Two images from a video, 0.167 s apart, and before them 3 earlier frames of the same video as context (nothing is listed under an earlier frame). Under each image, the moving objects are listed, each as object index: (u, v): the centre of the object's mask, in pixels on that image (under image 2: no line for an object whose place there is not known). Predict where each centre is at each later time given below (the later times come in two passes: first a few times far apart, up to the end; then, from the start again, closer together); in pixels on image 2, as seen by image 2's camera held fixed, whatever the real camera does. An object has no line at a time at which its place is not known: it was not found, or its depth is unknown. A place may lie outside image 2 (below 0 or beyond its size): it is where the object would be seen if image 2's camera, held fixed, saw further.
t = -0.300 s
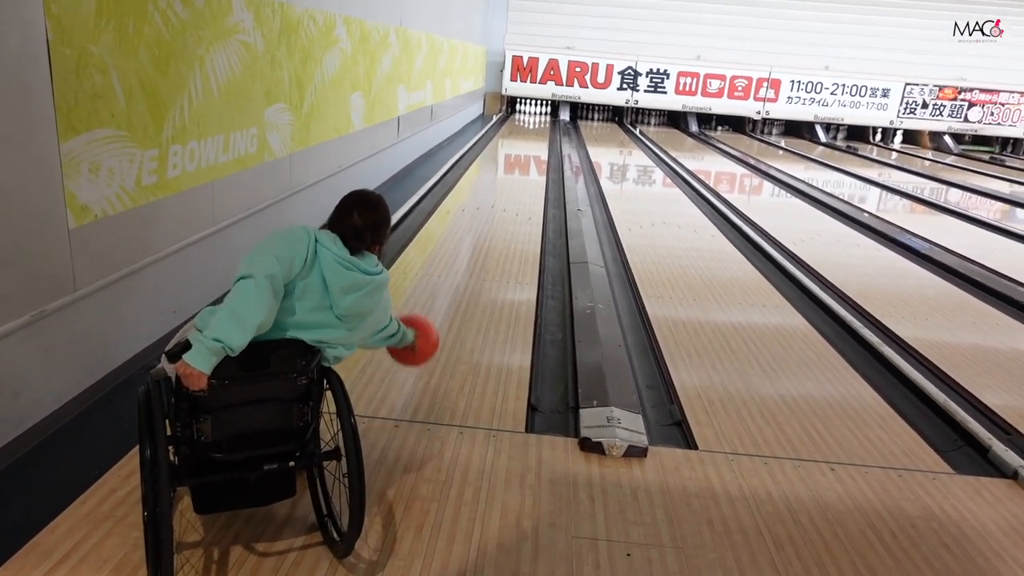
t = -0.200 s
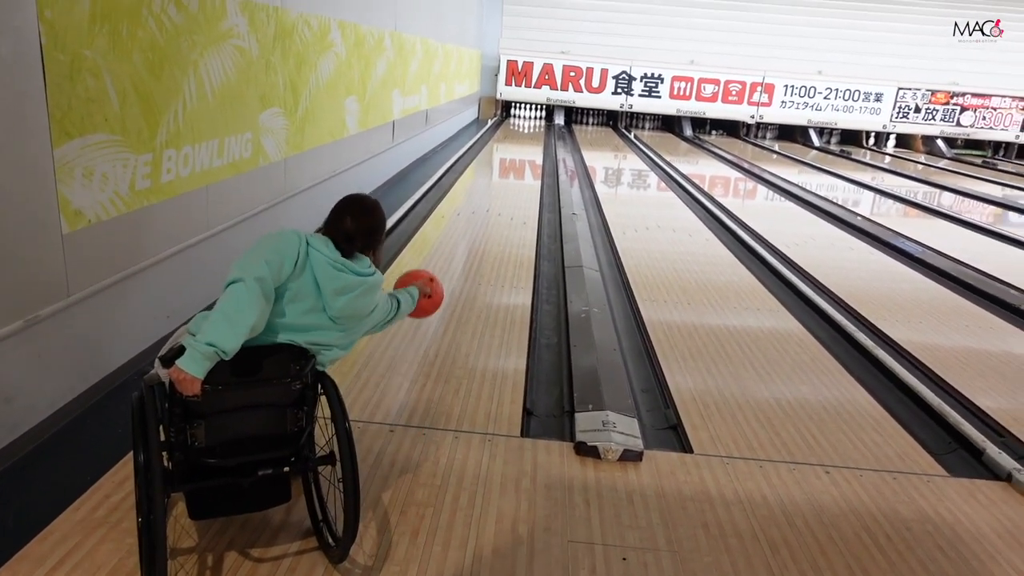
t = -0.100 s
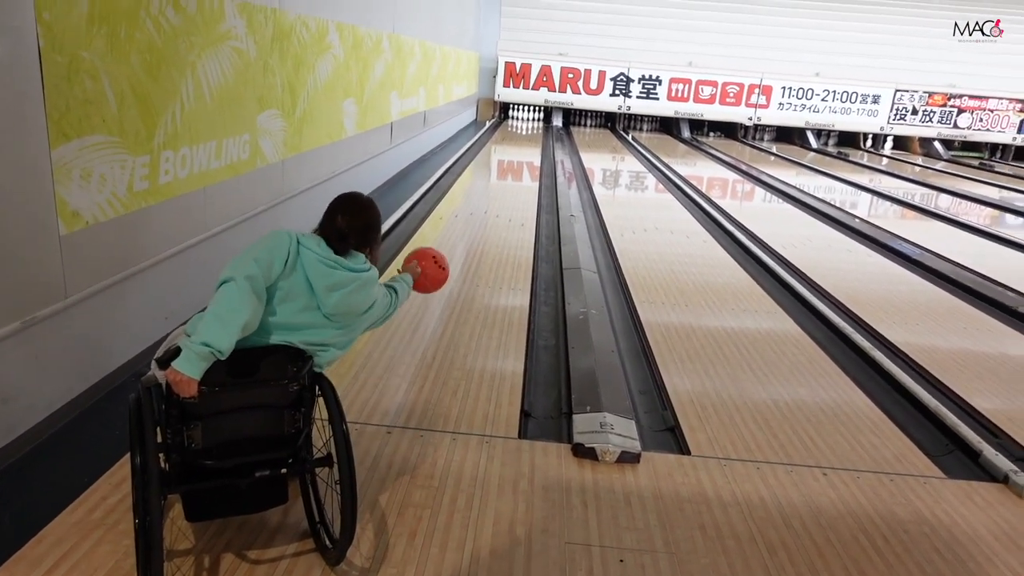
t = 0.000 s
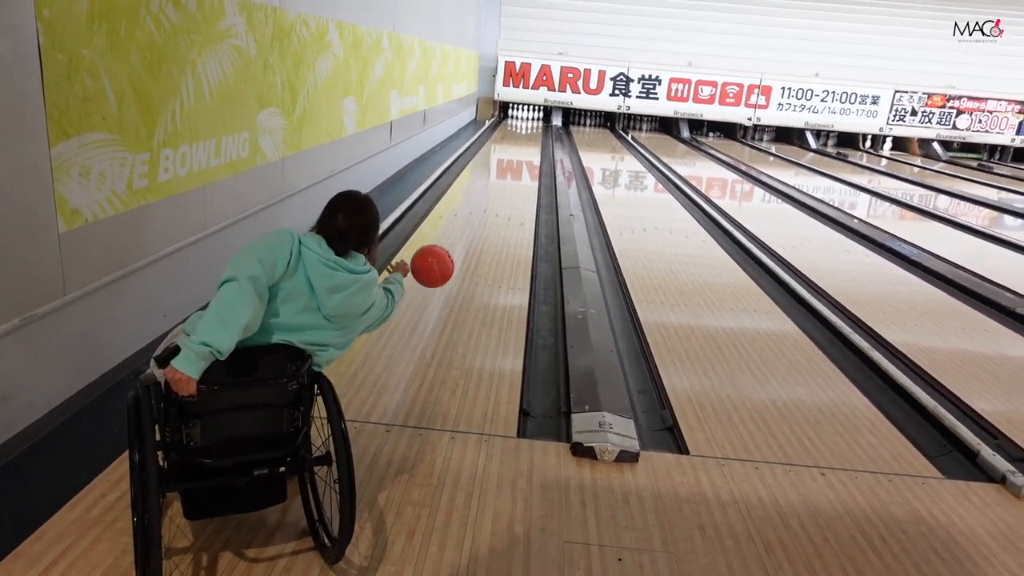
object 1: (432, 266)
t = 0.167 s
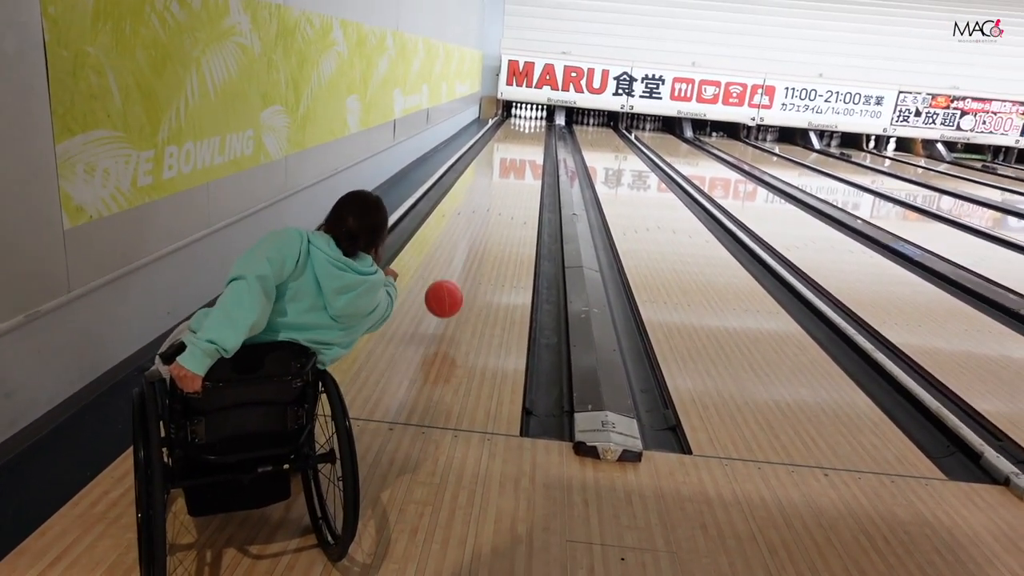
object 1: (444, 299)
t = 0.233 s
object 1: (447, 302)
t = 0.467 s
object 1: (459, 276)
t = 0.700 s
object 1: (469, 260)
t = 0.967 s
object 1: (479, 241)
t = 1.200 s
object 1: (485, 228)
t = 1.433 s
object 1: (491, 216)
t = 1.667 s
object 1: (496, 207)
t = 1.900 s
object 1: (500, 198)
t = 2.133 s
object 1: (505, 191)
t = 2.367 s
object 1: (508, 185)
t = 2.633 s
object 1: (511, 179)
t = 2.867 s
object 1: (514, 173)
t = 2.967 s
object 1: (516, 171)
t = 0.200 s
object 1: (445, 310)
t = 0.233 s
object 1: (447, 302)
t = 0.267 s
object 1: (449, 293)
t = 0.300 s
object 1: (451, 286)
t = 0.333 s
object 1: (453, 280)
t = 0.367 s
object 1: (455, 276)
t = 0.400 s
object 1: (457, 274)
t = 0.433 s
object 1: (458, 274)
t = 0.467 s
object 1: (459, 276)
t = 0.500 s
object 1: (460, 279)
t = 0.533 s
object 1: (462, 272)
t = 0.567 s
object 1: (464, 267)
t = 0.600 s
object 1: (465, 264)
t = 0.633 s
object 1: (467, 262)
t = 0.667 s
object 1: (468, 262)
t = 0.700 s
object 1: (469, 260)
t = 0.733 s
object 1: (471, 257)
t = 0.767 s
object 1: (472, 255)
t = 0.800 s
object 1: (473, 253)
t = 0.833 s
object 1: (474, 250)
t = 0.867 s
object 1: (475, 248)
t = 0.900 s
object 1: (476, 246)
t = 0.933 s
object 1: (477, 243)
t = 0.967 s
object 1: (479, 241)
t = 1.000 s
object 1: (479, 239)
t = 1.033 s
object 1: (480, 237)
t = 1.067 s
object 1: (481, 235)
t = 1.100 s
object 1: (482, 233)
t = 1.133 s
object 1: (483, 231)
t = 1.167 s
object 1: (484, 230)
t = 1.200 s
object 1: (485, 228)
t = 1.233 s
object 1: (486, 226)
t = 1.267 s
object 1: (487, 224)
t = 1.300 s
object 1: (488, 223)
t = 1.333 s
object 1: (488, 221)
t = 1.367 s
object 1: (489, 219)
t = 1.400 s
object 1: (490, 218)
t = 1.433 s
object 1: (491, 216)
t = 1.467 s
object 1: (492, 215)
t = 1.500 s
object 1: (493, 213)
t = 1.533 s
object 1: (493, 212)
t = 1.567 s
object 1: (494, 210)
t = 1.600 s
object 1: (495, 209)
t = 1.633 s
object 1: (495, 208)
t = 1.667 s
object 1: (496, 207)
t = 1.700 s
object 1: (497, 205)
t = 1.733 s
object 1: (497, 204)
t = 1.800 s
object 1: (498, 202)
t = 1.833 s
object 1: (499, 200)
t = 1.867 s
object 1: (500, 199)
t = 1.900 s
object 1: (500, 198)
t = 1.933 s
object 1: (501, 197)
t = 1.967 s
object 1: (501, 196)
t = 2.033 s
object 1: (502, 194)
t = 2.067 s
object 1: (503, 193)
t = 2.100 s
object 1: (504, 192)
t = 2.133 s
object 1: (505, 191)
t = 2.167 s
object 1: (505, 190)
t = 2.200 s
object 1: (506, 189)
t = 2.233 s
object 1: (506, 188)
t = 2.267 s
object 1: (507, 187)
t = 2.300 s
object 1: (507, 187)
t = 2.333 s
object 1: (508, 185)
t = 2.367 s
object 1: (508, 185)
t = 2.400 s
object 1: (509, 183)
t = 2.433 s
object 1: (509, 183)
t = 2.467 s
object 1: (509, 182)
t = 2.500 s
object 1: (509, 181)
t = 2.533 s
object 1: (510, 180)
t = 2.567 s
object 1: (511, 180)
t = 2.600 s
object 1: (511, 179)
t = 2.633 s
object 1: (511, 179)
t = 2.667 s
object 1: (512, 178)
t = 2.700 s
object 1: (512, 177)
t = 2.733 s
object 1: (512, 176)
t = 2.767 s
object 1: (513, 176)
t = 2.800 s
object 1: (514, 175)
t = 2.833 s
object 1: (514, 174)
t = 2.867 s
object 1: (514, 173)
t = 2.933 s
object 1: (515, 172)
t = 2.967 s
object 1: (516, 171)
